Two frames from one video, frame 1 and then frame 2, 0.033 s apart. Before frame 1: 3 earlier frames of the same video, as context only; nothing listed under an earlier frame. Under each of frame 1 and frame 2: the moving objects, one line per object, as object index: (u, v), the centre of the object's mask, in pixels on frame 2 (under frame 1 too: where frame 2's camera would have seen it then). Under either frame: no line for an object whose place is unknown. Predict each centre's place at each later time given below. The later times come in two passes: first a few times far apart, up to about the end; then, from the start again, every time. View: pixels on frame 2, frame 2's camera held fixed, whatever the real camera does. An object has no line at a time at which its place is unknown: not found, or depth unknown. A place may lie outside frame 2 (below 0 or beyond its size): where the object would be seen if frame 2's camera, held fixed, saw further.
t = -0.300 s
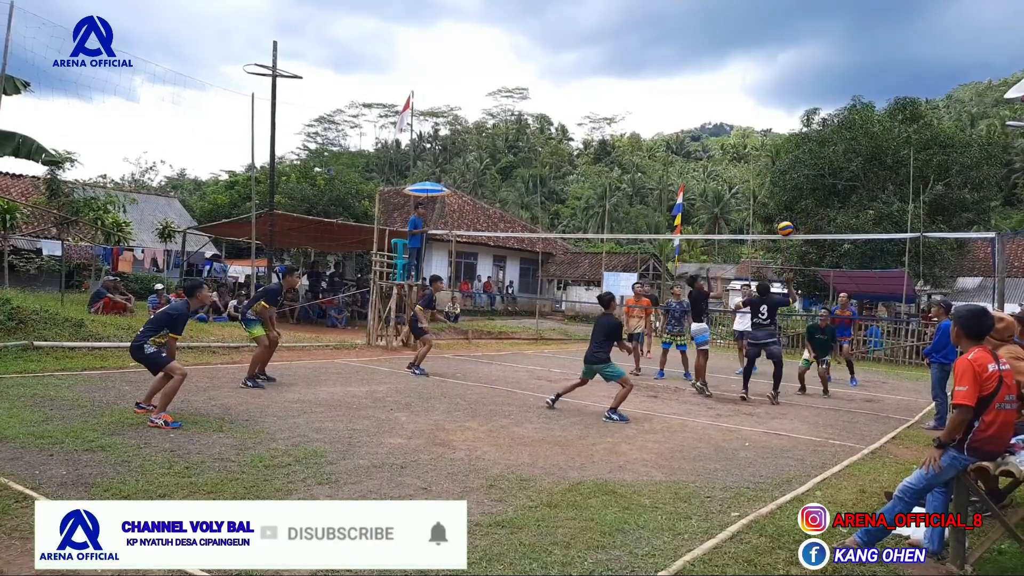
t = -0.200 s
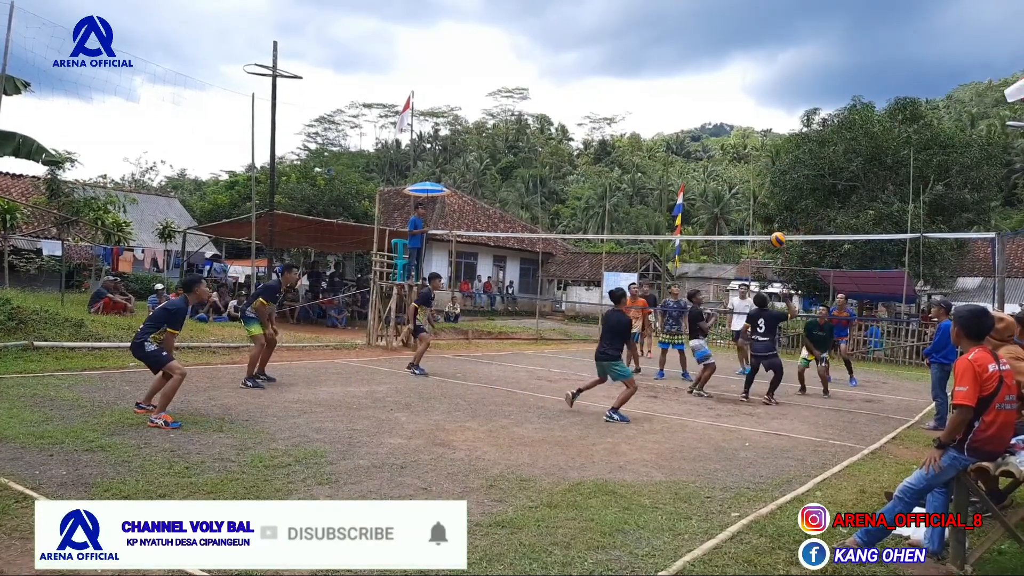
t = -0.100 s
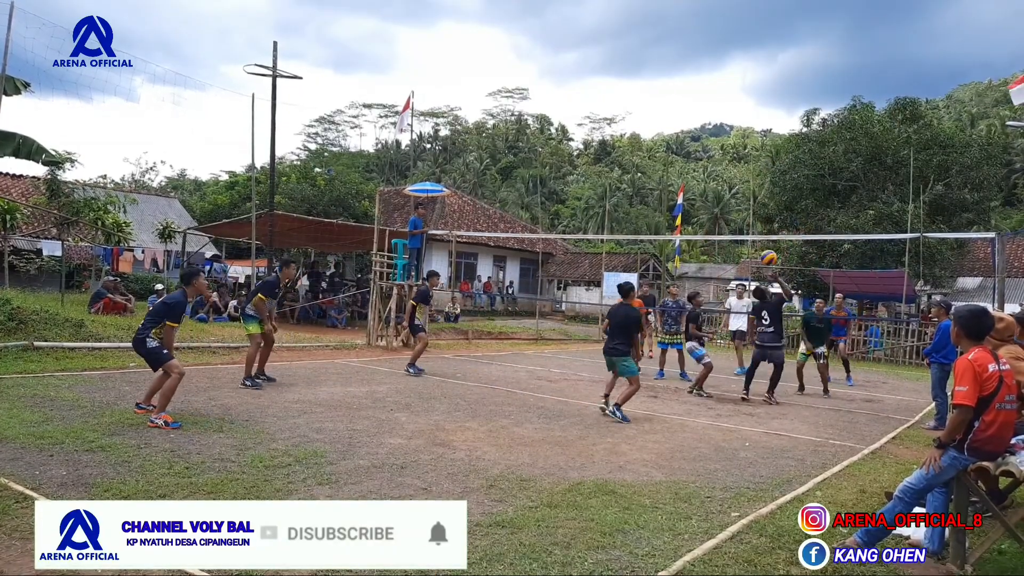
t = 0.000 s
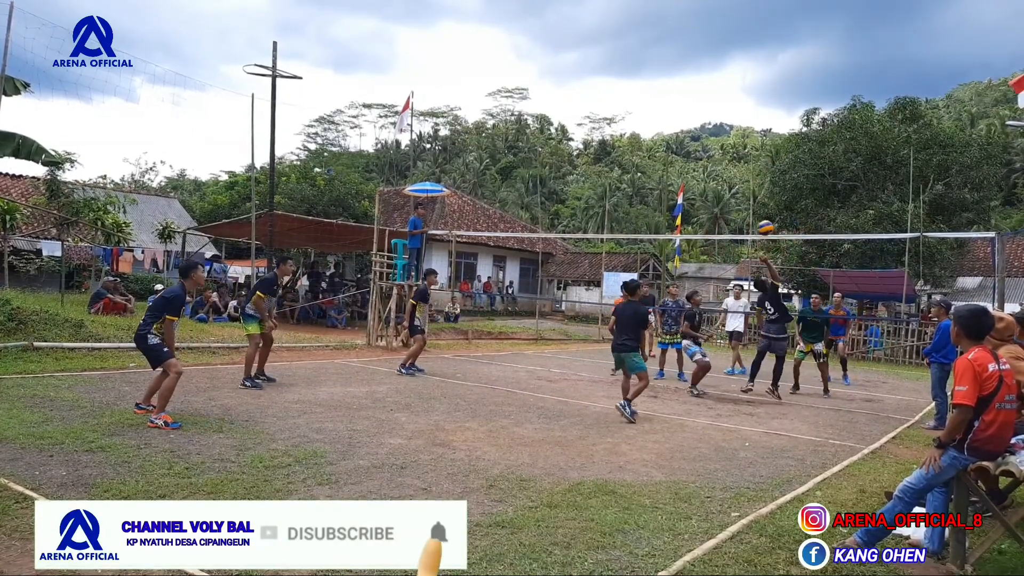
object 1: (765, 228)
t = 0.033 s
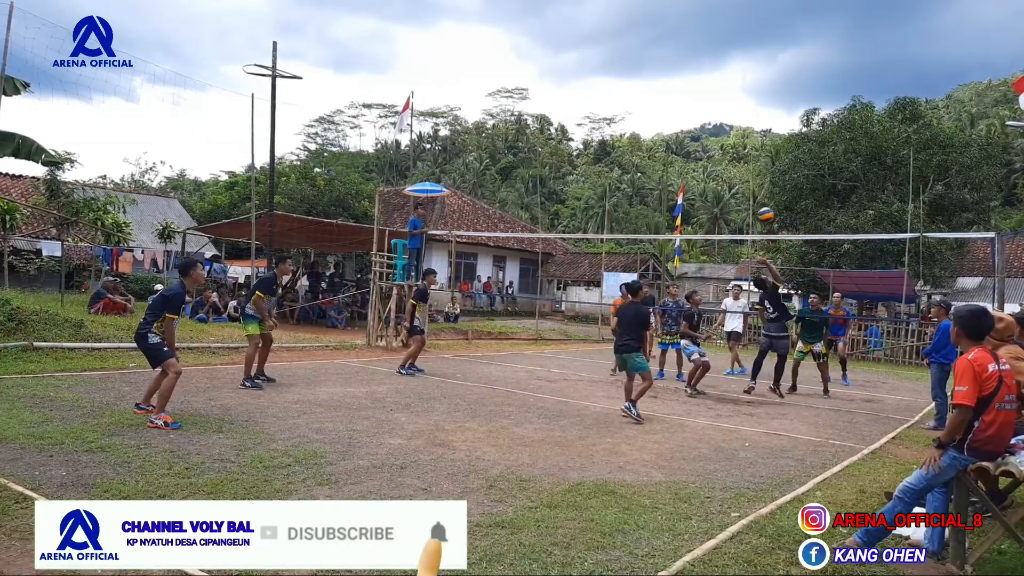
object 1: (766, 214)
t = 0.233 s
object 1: (765, 151)
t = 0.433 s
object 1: (761, 117)
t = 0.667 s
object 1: (754, 112)
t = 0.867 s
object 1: (746, 141)
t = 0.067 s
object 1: (766, 202)
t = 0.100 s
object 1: (766, 190)
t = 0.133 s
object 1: (766, 180)
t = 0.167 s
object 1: (766, 169)
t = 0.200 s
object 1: (766, 160)
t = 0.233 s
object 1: (765, 151)
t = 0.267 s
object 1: (764, 144)
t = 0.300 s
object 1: (764, 137)
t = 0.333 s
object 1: (763, 131)
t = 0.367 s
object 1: (763, 126)
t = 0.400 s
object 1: (762, 120)
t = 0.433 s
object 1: (761, 117)
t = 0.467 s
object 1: (760, 113)
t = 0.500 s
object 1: (760, 111)
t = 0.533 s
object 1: (759, 109)
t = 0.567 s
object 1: (758, 109)
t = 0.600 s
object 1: (757, 109)
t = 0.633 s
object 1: (756, 110)
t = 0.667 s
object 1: (754, 112)
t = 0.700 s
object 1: (753, 115)
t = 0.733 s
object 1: (752, 119)
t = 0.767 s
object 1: (751, 123)
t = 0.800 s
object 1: (750, 128)
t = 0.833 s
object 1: (748, 135)
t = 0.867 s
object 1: (746, 141)
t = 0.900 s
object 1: (745, 150)
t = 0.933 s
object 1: (743, 158)
